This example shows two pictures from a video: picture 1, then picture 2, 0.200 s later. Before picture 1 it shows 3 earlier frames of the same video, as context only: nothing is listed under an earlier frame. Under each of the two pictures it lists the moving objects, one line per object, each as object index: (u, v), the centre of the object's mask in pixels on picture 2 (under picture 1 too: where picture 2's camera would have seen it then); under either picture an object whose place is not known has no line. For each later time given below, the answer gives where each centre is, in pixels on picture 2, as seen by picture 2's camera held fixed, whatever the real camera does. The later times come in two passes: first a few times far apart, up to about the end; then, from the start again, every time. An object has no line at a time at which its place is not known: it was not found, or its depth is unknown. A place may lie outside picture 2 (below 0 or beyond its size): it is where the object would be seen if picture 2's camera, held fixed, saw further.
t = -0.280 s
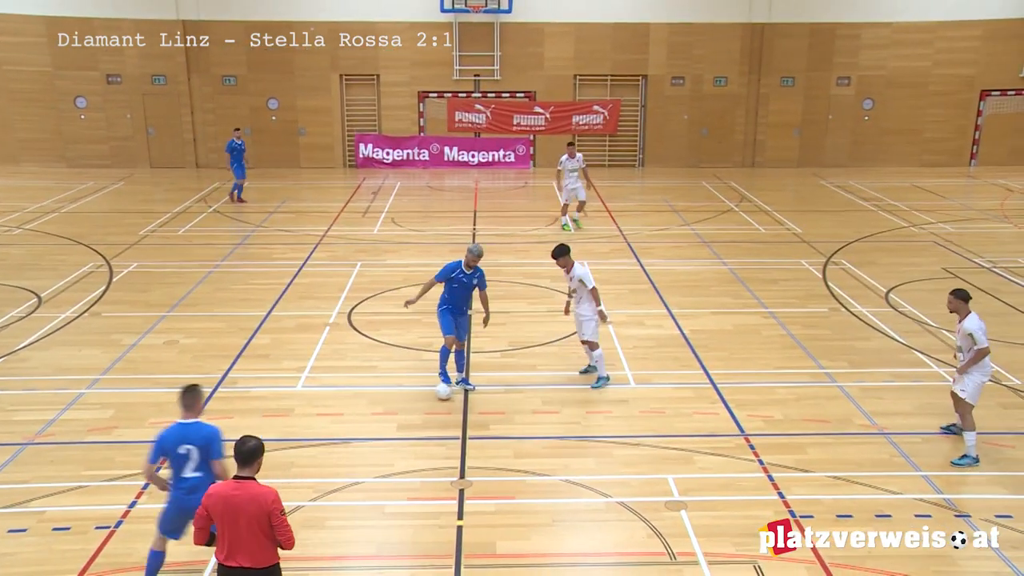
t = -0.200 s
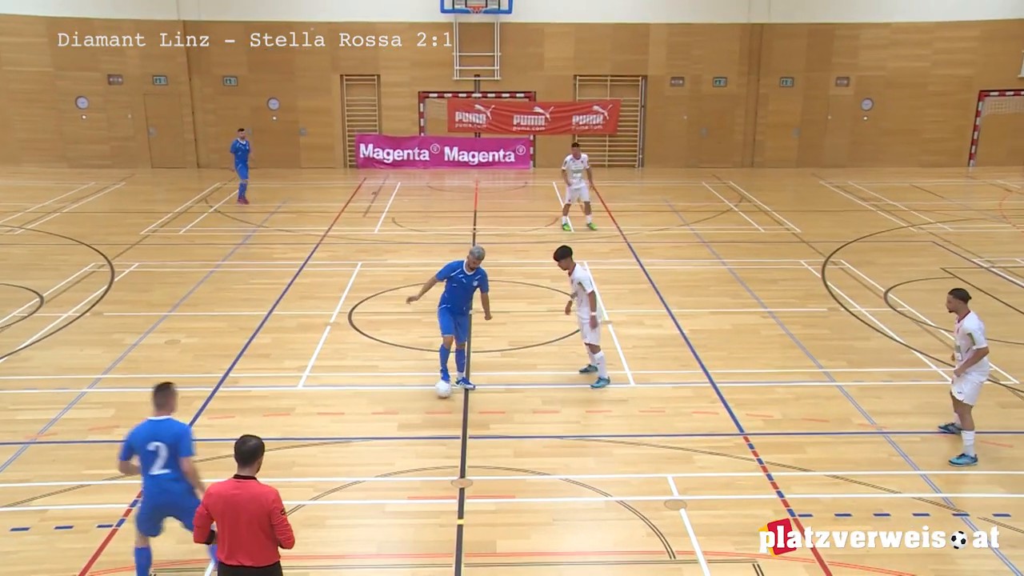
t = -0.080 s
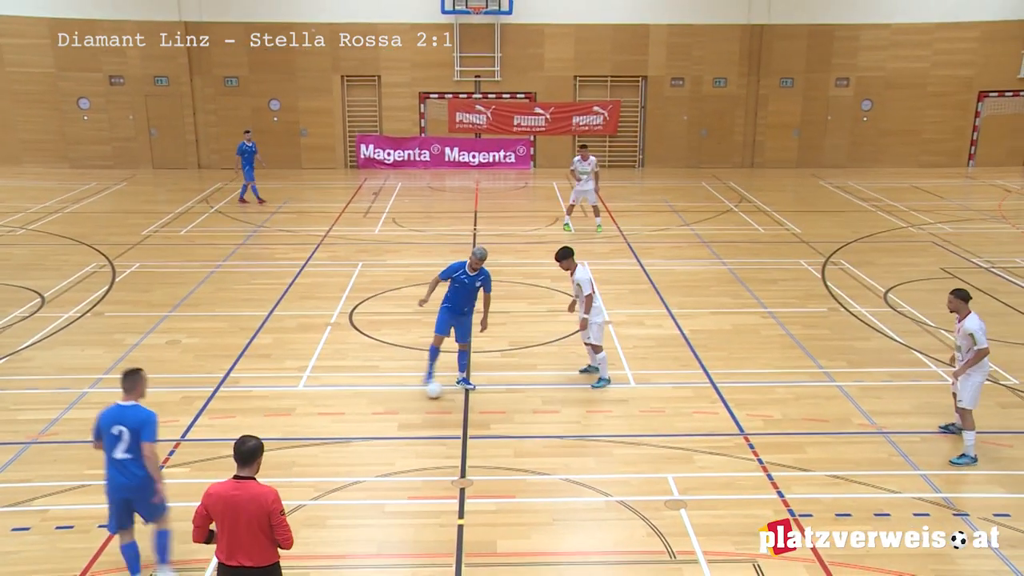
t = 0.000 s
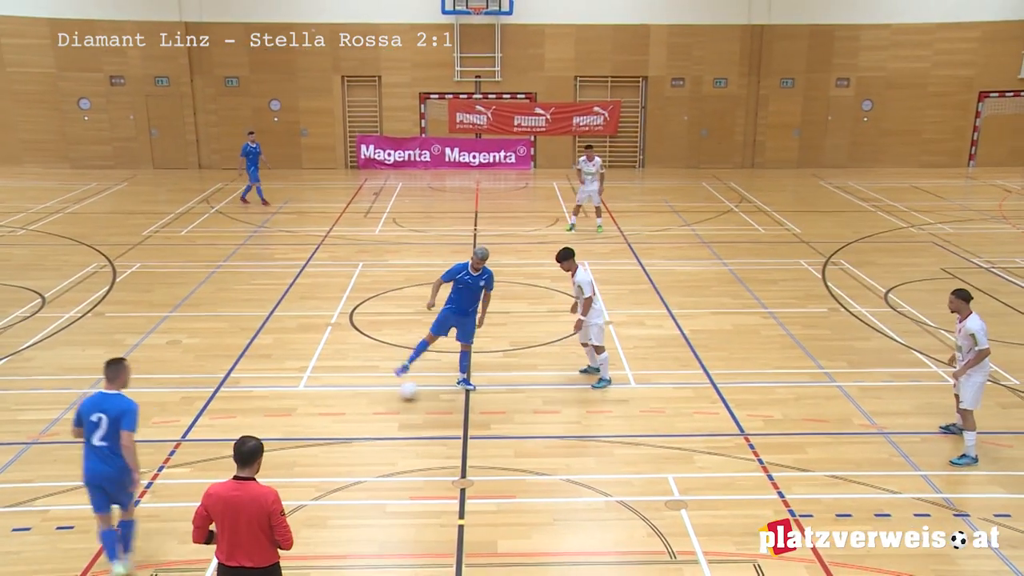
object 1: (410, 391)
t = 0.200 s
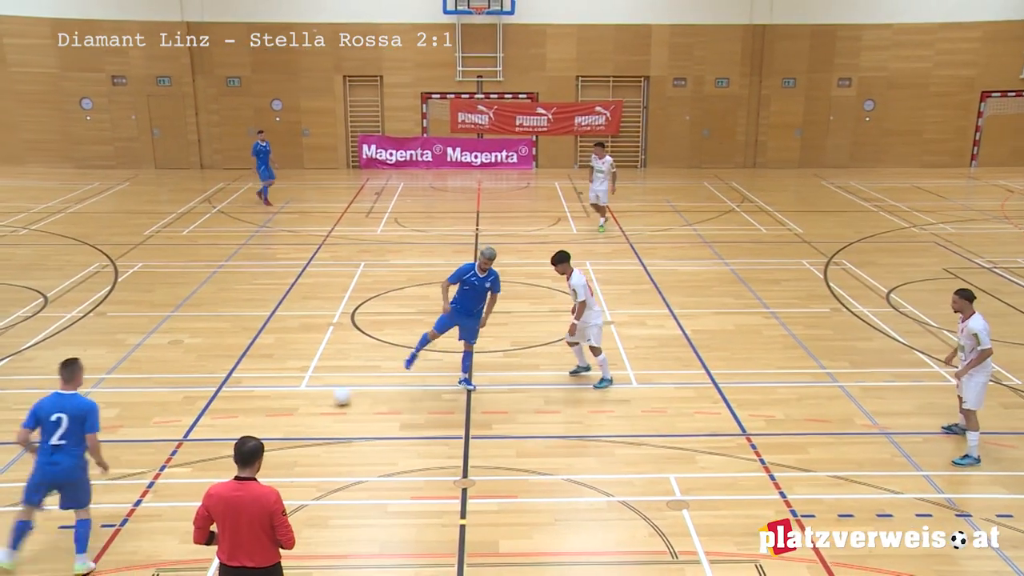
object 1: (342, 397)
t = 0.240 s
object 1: (329, 398)
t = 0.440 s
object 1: (259, 404)
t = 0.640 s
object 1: (188, 409)
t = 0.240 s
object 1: (329, 398)
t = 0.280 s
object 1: (314, 399)
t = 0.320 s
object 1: (301, 400)
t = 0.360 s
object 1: (287, 401)
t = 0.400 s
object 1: (273, 402)
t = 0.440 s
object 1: (259, 404)
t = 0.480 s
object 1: (245, 405)
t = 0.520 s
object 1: (231, 406)
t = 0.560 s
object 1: (217, 407)
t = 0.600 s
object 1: (202, 408)
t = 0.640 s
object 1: (188, 409)
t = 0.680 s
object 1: (174, 411)
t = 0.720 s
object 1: (160, 412)
